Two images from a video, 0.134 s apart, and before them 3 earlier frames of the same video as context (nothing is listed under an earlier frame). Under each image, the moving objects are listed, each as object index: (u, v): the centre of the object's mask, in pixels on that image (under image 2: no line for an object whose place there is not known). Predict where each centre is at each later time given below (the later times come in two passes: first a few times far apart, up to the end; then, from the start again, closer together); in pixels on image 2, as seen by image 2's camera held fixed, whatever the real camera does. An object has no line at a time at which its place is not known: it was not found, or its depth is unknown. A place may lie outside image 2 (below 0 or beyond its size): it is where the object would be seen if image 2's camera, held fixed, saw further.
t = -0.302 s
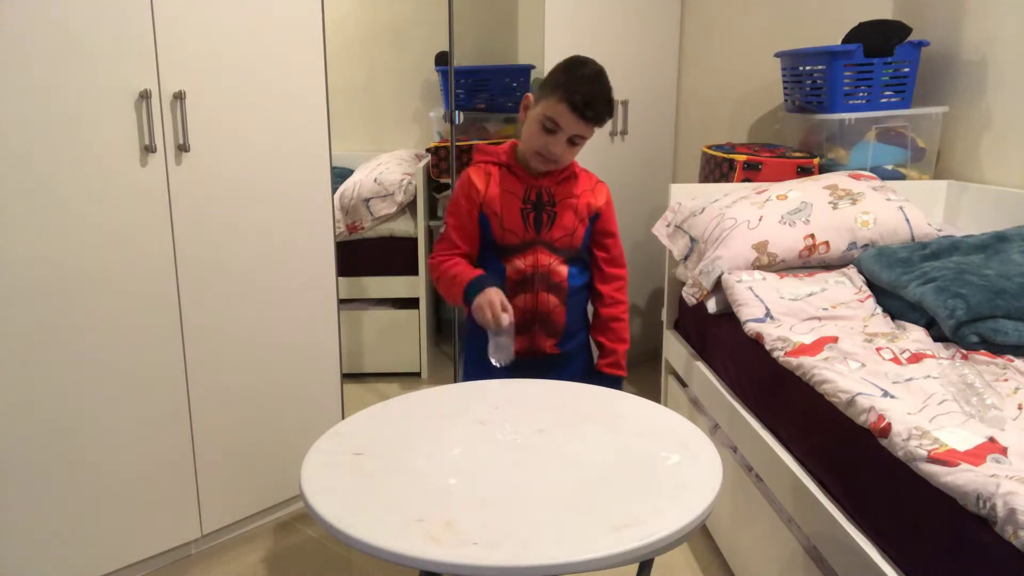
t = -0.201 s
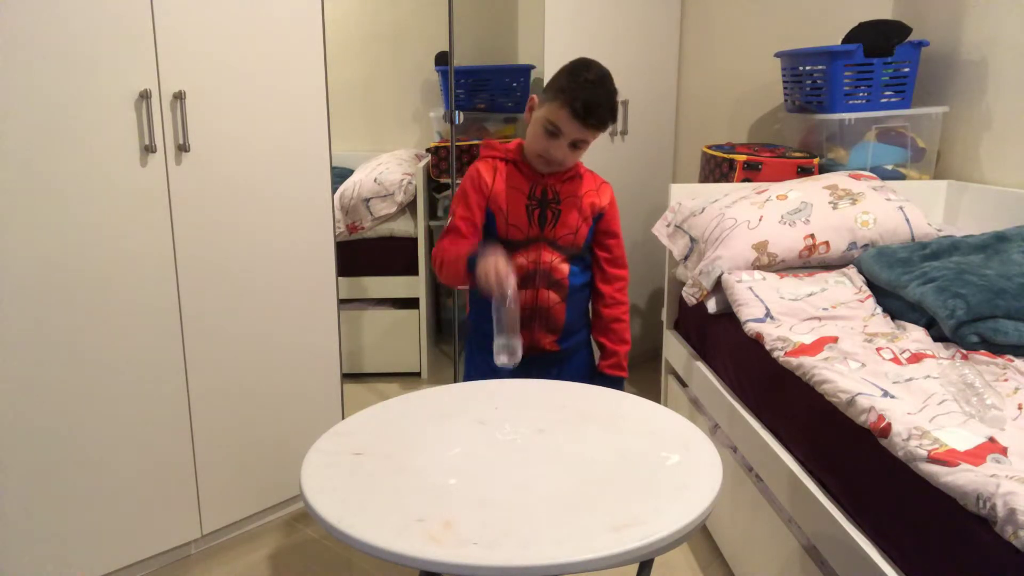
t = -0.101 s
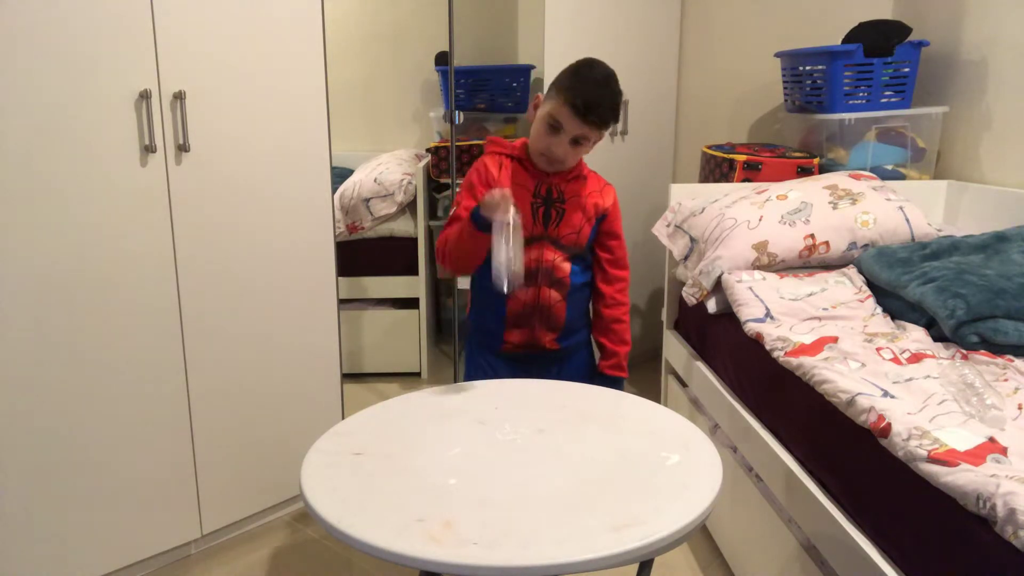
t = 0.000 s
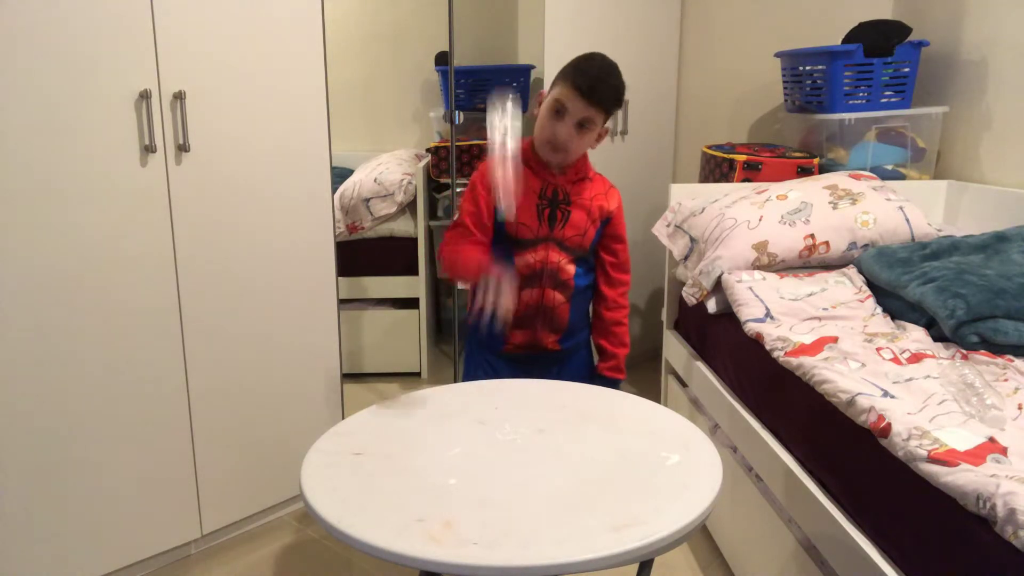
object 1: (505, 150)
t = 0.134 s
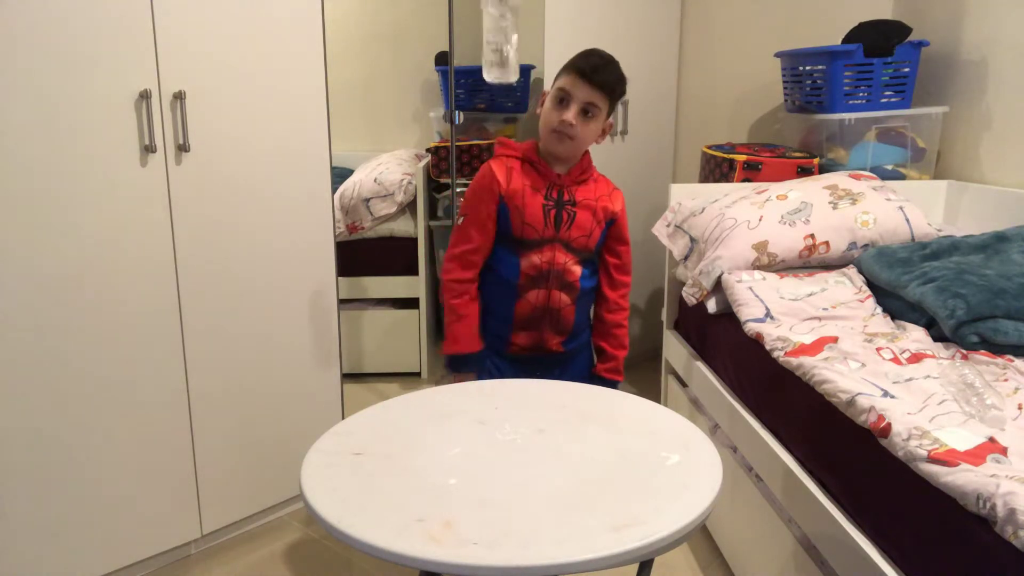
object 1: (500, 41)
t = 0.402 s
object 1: (494, 221)
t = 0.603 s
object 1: (486, 372)
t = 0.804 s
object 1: (484, 371)
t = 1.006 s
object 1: (484, 370)
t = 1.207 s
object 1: (484, 371)
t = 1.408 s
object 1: (484, 370)
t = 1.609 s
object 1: (484, 370)
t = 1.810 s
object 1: (484, 371)
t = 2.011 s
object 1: (484, 371)
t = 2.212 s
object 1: (484, 371)
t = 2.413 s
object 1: (484, 371)
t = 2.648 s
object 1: (484, 371)
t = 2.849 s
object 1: (484, 371)
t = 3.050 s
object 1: (484, 371)
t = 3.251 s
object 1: (484, 371)
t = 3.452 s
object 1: (484, 371)
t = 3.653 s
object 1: (484, 371)
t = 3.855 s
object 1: (484, 371)
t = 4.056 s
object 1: (484, 371)
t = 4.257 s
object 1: (484, 372)
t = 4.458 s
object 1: (484, 371)
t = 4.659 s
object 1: (484, 372)
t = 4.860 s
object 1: (484, 371)
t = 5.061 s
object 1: (484, 371)
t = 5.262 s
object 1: (484, 372)
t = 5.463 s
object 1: (484, 371)
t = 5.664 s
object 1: (484, 372)
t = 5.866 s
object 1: (484, 371)
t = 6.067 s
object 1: (484, 371)
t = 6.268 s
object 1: (484, 371)
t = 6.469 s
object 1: (484, 371)
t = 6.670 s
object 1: (484, 372)
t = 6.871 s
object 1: (484, 372)
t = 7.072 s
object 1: (484, 371)
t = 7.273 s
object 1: (484, 372)
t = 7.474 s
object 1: (484, 371)
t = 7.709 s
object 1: (484, 371)
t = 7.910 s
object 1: (484, 372)
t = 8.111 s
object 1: (484, 371)
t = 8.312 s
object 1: (484, 372)
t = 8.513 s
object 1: (484, 371)
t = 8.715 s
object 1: (484, 371)
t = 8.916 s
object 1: (484, 372)
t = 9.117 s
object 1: (484, 371)
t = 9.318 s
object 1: (484, 371)
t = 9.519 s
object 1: (484, 372)
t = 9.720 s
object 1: (484, 372)
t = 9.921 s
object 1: (484, 372)
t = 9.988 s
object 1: (484, 372)
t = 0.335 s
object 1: (494, 132)
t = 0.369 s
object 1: (494, 174)
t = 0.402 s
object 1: (494, 221)
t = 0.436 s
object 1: (493, 270)
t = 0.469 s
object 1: (492, 321)
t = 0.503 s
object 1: (491, 367)
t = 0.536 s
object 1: (489, 366)
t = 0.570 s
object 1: (487, 370)
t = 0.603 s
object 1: (486, 372)
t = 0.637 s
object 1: (485, 372)
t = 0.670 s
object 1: (484, 371)
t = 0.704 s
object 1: (484, 371)
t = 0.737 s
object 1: (484, 371)
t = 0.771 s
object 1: (484, 371)
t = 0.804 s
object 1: (484, 371)
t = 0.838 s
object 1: (484, 371)
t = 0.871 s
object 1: (484, 370)
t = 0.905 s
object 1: (484, 370)
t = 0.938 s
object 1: (484, 371)
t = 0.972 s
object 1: (484, 371)
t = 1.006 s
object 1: (484, 370)
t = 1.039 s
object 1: (484, 370)
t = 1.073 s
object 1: (484, 370)
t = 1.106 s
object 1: (484, 370)
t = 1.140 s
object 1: (484, 370)
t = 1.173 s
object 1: (484, 371)
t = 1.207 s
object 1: (484, 371)
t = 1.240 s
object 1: (484, 370)
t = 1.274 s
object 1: (484, 370)
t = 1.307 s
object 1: (484, 370)
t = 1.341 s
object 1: (484, 370)
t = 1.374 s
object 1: (484, 370)
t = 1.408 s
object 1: (484, 370)
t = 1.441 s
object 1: (484, 370)
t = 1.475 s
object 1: (484, 370)
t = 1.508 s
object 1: (484, 371)
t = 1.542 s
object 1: (484, 370)
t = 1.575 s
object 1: (484, 370)
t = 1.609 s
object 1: (484, 370)
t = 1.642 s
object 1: (484, 370)
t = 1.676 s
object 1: (484, 371)
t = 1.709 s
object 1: (484, 371)
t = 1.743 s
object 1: (484, 371)
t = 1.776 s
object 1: (484, 371)
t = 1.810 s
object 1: (484, 371)
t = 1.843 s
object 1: (484, 371)
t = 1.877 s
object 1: (484, 371)
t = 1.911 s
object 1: (484, 371)
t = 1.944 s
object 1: (484, 371)
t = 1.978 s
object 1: (484, 371)
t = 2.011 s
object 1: (484, 371)
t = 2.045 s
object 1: (484, 371)
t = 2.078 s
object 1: (484, 371)
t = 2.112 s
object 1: (484, 371)
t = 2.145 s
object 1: (484, 371)
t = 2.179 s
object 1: (484, 371)
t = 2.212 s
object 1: (484, 371)
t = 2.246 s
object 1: (484, 371)
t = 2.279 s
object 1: (484, 371)
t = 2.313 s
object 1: (484, 371)
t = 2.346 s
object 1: (484, 371)
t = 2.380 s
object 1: (484, 371)
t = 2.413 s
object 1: (484, 371)
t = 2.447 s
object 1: (484, 371)
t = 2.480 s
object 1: (484, 371)
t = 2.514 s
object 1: (484, 371)
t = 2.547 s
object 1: (484, 371)
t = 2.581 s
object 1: (484, 371)
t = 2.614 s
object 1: (484, 371)
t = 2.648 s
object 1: (484, 371)
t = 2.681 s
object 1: (484, 371)
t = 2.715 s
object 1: (484, 371)
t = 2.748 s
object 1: (484, 371)
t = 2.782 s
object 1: (484, 371)
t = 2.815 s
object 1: (484, 371)
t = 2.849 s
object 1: (484, 371)
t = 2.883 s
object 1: (484, 371)
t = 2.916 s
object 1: (484, 371)
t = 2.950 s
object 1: (484, 371)
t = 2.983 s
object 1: (484, 371)
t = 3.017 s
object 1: (484, 371)
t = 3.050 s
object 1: (484, 371)
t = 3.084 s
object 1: (484, 371)
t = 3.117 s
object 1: (484, 371)
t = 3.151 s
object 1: (484, 371)
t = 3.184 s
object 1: (484, 371)
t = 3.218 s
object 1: (484, 371)
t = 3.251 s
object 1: (484, 371)
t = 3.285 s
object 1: (484, 371)
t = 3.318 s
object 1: (484, 371)
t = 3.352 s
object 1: (484, 371)
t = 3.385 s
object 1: (484, 371)
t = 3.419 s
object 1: (484, 371)
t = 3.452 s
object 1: (484, 371)
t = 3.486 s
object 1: (484, 371)
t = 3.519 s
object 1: (484, 372)
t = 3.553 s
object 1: (484, 371)
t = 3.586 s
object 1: (484, 371)
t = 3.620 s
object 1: (484, 371)
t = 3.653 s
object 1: (484, 371)
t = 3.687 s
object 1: (484, 371)
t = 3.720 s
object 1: (484, 371)
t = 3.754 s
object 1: (484, 371)
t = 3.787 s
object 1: (484, 371)
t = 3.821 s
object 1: (484, 371)
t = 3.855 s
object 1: (484, 371)
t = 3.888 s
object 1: (484, 371)
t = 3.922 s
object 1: (484, 371)
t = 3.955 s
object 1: (484, 371)
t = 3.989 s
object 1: (484, 372)
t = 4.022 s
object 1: (484, 371)
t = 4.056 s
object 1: (484, 371)
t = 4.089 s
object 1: (484, 372)
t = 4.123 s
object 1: (484, 371)
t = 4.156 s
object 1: (484, 371)
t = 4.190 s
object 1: (484, 371)
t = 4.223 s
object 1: (484, 371)
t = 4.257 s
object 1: (484, 372)
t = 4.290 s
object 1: (484, 371)
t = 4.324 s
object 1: (484, 372)
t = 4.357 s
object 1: (484, 371)
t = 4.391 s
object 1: (484, 371)
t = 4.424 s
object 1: (484, 371)
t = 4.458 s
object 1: (484, 371)
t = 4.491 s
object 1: (484, 372)
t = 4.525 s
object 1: (484, 371)
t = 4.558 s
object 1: (484, 371)
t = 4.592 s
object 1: (484, 371)
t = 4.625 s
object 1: (484, 372)
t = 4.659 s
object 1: (484, 372)
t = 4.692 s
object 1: (484, 371)
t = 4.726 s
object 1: (484, 372)
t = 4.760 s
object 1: (484, 372)
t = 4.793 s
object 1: (484, 371)
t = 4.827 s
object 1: (484, 371)
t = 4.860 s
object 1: (484, 371)
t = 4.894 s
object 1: (484, 372)
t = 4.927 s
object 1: (484, 371)
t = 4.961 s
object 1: (484, 371)
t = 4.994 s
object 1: (484, 372)
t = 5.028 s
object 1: (484, 372)
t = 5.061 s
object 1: (484, 371)
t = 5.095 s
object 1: (484, 371)
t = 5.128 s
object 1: (484, 372)
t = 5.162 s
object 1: (484, 371)
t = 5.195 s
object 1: (484, 371)
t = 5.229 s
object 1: (484, 371)
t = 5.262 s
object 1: (484, 372)
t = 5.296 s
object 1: (484, 372)
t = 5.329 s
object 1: (484, 372)
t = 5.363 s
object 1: (484, 371)
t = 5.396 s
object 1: (484, 372)
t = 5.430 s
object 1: (484, 371)
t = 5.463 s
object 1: (484, 371)
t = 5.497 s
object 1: (484, 371)
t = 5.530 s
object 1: (484, 372)
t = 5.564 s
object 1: (484, 371)
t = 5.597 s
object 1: (484, 371)
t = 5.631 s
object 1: (484, 372)
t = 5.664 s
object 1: (484, 372)
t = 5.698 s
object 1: (484, 372)
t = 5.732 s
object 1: (484, 371)
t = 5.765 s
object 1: (484, 372)
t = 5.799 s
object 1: (484, 372)
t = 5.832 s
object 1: (484, 371)
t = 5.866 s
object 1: (484, 371)
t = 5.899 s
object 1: (484, 372)
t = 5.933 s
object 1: (484, 372)
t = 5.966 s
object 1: (484, 372)
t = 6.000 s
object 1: (484, 371)
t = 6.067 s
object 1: (484, 371)
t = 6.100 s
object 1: (484, 371)
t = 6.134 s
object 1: (484, 372)
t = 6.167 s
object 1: (484, 372)
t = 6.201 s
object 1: (484, 372)
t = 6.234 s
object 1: (484, 371)
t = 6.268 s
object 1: (484, 371)
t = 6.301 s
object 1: (484, 371)
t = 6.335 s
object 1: (484, 371)
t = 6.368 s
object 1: (484, 372)
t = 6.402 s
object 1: (484, 371)
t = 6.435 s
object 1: (484, 372)
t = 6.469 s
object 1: (484, 371)
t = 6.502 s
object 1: (484, 371)
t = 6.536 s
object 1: (484, 371)
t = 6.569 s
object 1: (484, 371)
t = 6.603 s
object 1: (484, 371)
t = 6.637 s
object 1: (484, 371)
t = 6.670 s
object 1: (484, 372)
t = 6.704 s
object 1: (484, 372)
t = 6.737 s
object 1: (484, 371)
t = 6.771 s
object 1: (484, 372)
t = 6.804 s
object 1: (484, 371)
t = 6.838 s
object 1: (484, 371)
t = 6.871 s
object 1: (484, 372)
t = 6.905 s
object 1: (484, 371)
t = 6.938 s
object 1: (484, 372)
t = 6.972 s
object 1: (484, 372)
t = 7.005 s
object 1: (484, 371)
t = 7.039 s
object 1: (484, 372)
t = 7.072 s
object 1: (484, 371)
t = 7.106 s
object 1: (484, 371)
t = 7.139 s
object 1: (484, 371)
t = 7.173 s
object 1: (484, 371)
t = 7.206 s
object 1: (484, 372)
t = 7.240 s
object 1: (484, 371)
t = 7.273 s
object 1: (484, 372)
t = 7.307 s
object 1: (484, 371)
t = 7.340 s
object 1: (484, 371)
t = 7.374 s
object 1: (484, 371)
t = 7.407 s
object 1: (484, 371)
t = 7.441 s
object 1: (484, 372)
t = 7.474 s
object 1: (484, 371)
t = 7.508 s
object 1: (484, 372)
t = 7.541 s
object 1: (484, 371)
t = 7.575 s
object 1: (484, 371)
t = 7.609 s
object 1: (484, 371)
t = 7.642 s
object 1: (484, 371)
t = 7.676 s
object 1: (484, 372)
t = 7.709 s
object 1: (484, 371)
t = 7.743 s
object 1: (484, 372)
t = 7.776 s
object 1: (484, 371)
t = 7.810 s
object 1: (484, 371)
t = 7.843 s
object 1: (484, 372)
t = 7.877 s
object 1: (484, 371)
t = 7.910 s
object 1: (484, 372)
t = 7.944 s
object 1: (484, 371)
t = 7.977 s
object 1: (484, 372)
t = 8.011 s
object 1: (484, 371)
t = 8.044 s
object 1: (484, 371)
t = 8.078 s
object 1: (484, 372)
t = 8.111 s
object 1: (484, 371)
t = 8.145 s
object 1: (484, 372)
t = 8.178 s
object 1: (484, 371)
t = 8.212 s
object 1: (484, 372)
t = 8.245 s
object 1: (484, 371)
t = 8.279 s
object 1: (484, 371)
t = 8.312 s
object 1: (484, 372)
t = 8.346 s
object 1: (484, 371)
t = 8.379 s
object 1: (484, 371)
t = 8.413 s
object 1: (484, 371)
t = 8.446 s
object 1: (484, 372)
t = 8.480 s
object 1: (484, 371)
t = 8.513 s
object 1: (484, 371)
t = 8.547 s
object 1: (484, 371)
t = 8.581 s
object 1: (484, 371)
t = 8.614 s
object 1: (484, 371)
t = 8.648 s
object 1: (484, 371)
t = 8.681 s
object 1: (484, 371)
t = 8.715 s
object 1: (484, 371)
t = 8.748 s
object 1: (484, 371)
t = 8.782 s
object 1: (484, 371)
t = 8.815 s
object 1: (484, 371)
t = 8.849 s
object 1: (484, 371)
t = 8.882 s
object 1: (484, 372)
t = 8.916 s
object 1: (484, 372)
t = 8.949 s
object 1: (484, 371)
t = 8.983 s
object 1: (484, 371)
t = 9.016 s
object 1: (484, 371)
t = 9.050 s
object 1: (484, 371)
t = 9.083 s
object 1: (484, 371)
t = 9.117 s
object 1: (484, 371)
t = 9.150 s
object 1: (484, 372)
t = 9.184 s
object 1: (484, 371)
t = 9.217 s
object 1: (484, 372)
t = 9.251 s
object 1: (484, 371)
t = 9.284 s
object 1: (484, 371)
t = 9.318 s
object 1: (484, 371)
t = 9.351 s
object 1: (484, 371)
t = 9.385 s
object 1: (484, 371)
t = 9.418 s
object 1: (484, 371)
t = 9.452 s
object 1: (484, 372)
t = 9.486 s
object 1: (484, 372)
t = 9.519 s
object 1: (484, 372)
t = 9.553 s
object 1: (484, 372)
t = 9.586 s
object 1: (484, 372)
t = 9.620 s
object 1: (484, 371)
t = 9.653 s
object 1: (484, 372)
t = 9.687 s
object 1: (484, 372)
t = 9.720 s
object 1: (484, 372)
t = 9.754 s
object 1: (484, 372)
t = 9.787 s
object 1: (484, 372)
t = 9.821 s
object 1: (484, 371)
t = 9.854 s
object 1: (484, 372)
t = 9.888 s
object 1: (484, 372)
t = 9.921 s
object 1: (484, 372)
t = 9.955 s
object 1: (484, 372)
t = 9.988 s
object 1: (484, 372)
